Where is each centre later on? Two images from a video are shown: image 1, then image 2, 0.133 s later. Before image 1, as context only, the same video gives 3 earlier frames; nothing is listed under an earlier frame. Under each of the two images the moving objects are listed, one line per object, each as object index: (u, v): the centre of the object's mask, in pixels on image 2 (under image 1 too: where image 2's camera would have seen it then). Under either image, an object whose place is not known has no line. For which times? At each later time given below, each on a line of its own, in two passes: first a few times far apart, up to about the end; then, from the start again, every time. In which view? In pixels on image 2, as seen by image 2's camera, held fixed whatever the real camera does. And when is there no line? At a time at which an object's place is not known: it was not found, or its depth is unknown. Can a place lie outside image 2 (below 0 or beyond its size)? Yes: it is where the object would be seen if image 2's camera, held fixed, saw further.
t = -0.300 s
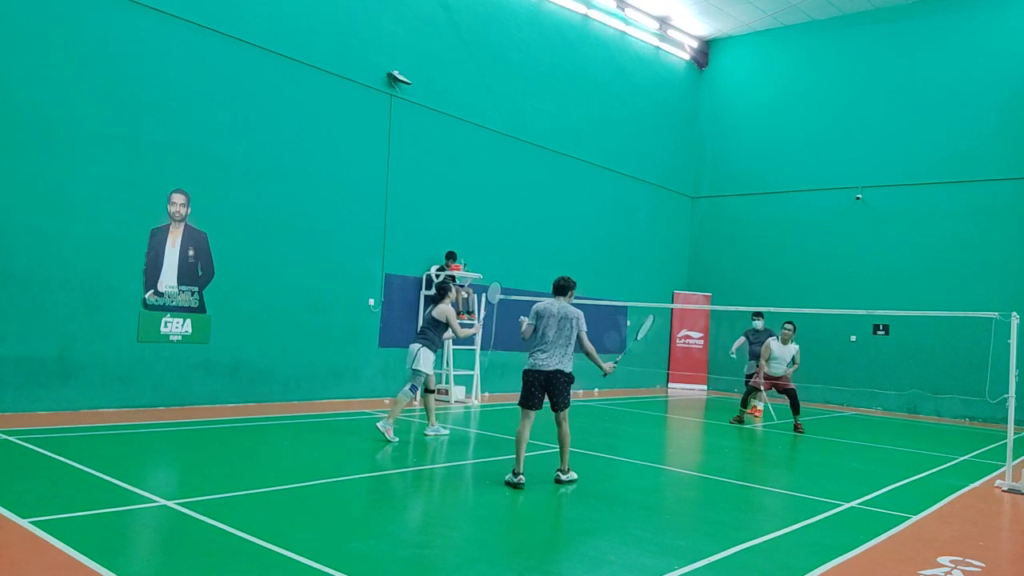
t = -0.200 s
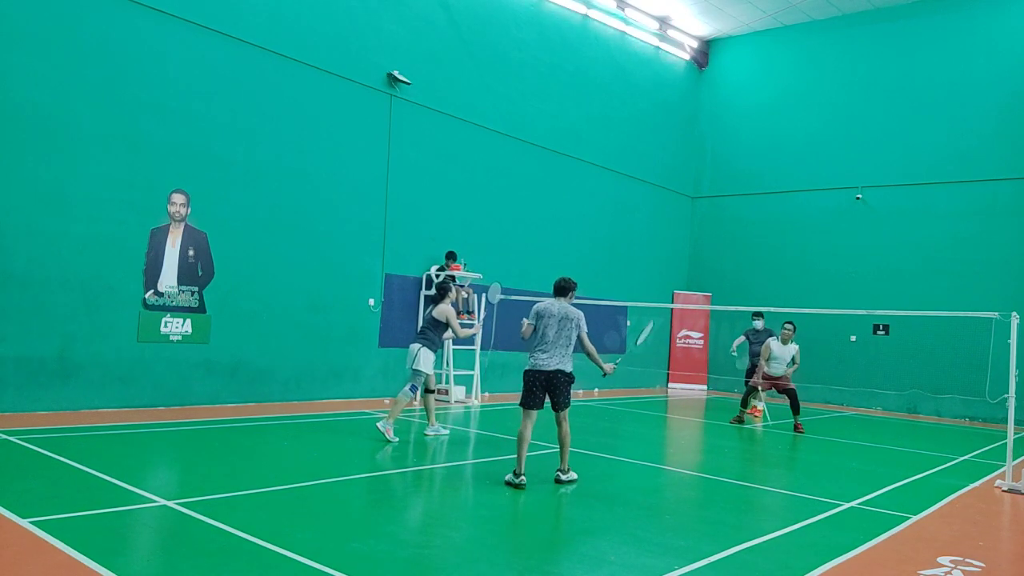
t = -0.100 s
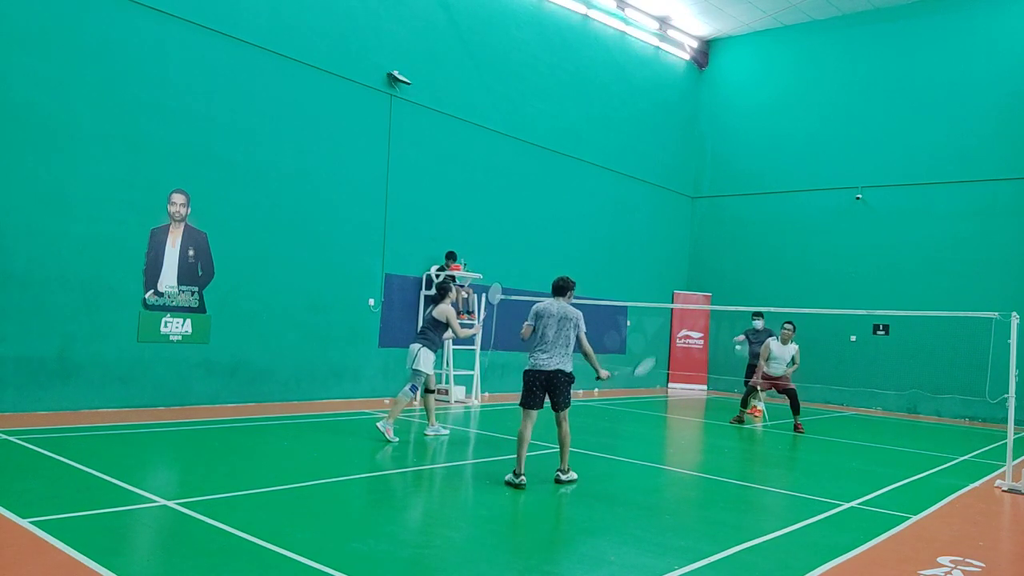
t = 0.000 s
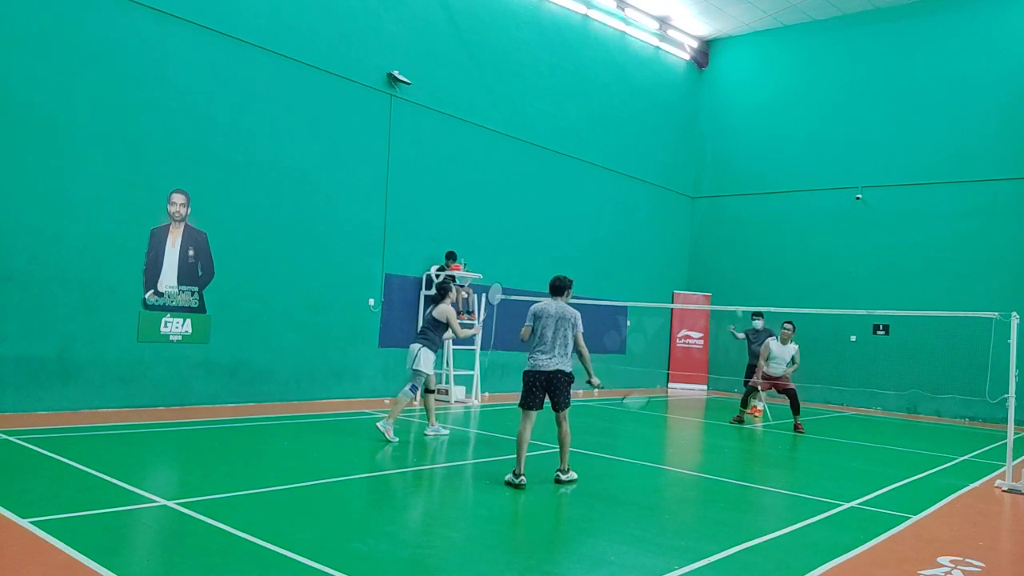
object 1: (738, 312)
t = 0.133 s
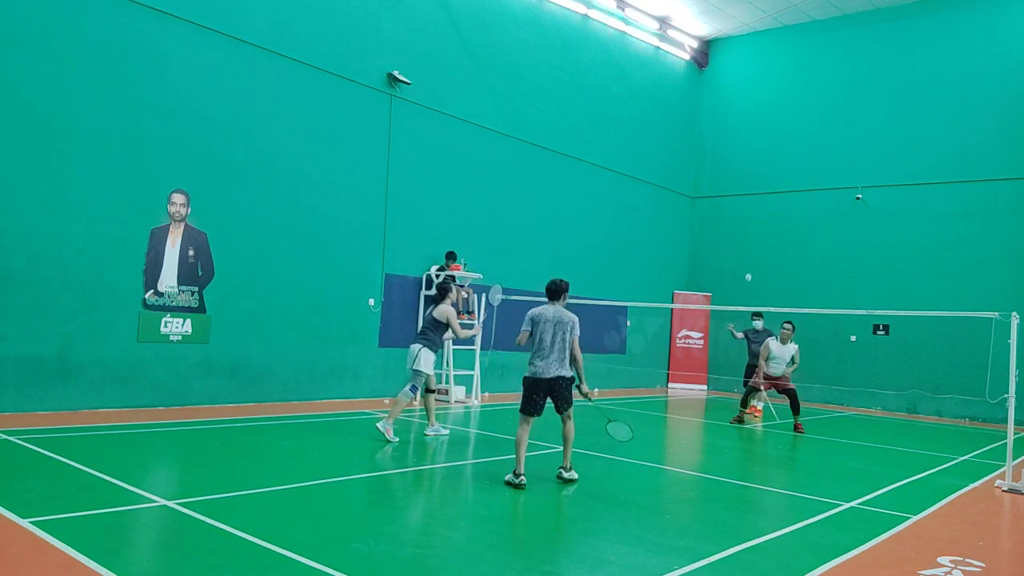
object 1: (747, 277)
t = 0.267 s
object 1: (754, 257)
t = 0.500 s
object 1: (765, 259)
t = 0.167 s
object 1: (748, 271)
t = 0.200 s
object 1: (750, 265)
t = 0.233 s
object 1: (752, 261)
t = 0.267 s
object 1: (754, 257)
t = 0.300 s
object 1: (755, 255)
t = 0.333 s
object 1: (757, 253)
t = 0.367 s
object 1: (758, 252)
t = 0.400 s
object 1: (760, 252)
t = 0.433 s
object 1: (761, 253)
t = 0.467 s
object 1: (762, 255)
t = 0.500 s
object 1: (765, 259)
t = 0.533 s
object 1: (766, 264)
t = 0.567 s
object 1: (767, 270)
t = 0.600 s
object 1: (767, 278)
